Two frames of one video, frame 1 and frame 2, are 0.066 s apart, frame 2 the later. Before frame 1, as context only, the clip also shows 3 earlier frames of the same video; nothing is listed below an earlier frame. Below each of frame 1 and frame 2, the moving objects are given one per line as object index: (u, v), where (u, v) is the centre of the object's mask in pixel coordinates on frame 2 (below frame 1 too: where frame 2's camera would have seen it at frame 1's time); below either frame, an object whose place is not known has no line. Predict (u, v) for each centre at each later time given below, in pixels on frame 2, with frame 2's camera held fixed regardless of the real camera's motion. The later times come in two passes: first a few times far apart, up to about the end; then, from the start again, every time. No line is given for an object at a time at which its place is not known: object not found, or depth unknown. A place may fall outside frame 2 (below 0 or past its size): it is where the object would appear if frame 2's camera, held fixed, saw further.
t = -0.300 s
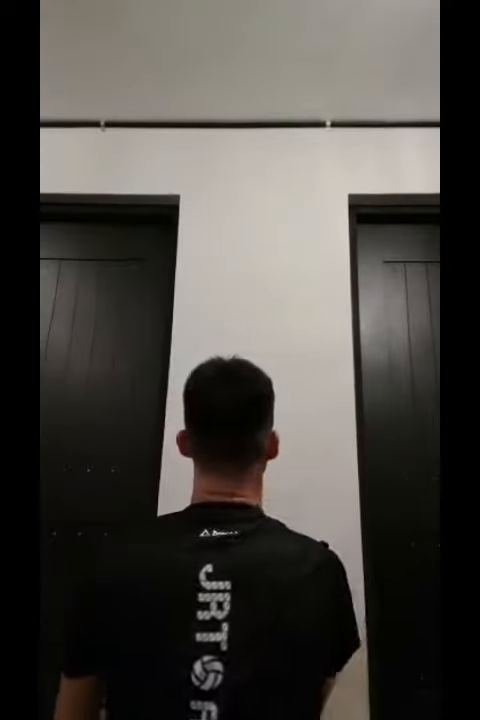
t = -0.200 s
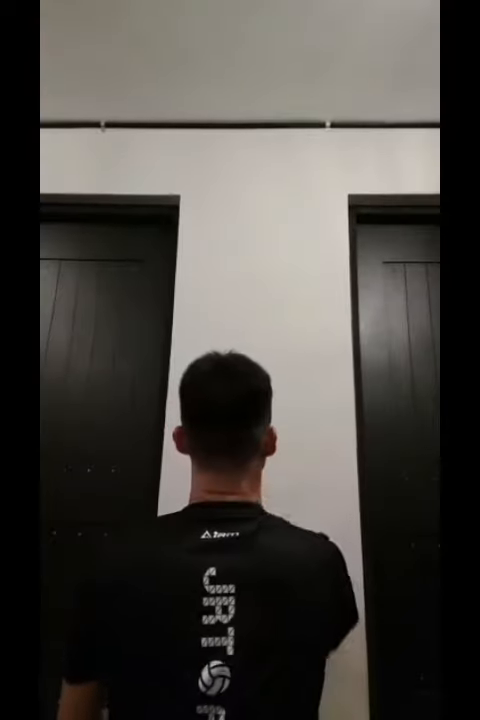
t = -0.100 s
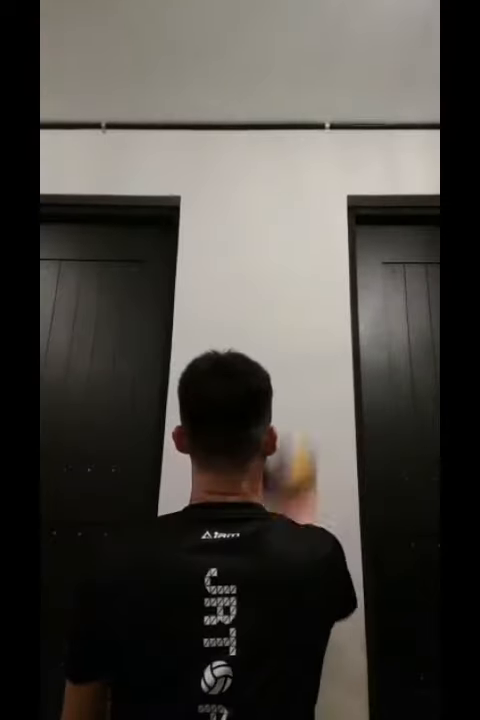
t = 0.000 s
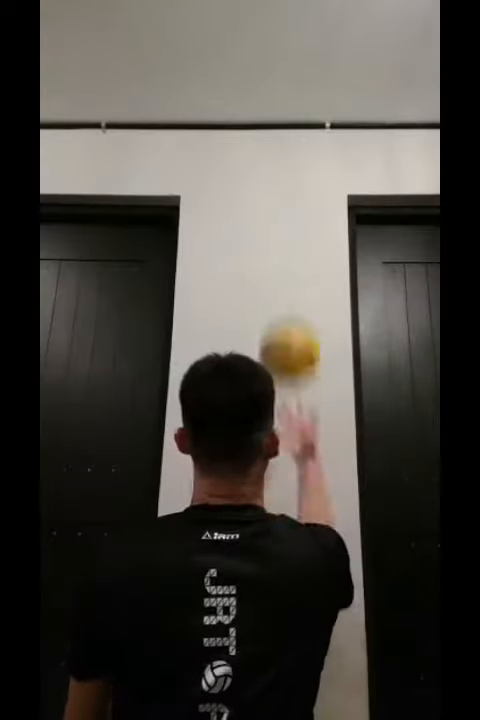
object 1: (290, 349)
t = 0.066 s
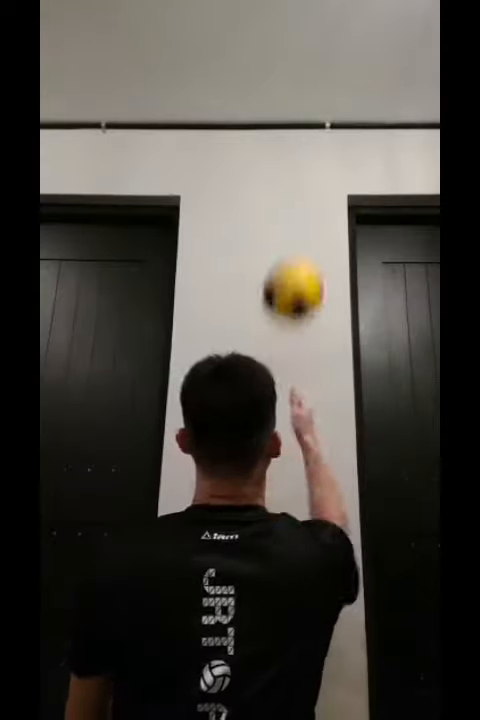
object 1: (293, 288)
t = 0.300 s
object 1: (303, 173)
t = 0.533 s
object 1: (315, 187)
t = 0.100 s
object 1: (295, 263)
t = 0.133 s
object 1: (296, 241)
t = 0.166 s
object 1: (297, 222)
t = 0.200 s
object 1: (299, 205)
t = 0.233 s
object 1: (300, 191)
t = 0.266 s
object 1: (302, 180)
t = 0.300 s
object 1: (303, 173)
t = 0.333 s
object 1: (304, 168)
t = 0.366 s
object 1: (306, 164)
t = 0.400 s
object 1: (307, 164)
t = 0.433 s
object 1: (309, 165)
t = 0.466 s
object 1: (311, 170)
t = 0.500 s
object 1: (313, 177)
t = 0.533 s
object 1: (315, 187)
